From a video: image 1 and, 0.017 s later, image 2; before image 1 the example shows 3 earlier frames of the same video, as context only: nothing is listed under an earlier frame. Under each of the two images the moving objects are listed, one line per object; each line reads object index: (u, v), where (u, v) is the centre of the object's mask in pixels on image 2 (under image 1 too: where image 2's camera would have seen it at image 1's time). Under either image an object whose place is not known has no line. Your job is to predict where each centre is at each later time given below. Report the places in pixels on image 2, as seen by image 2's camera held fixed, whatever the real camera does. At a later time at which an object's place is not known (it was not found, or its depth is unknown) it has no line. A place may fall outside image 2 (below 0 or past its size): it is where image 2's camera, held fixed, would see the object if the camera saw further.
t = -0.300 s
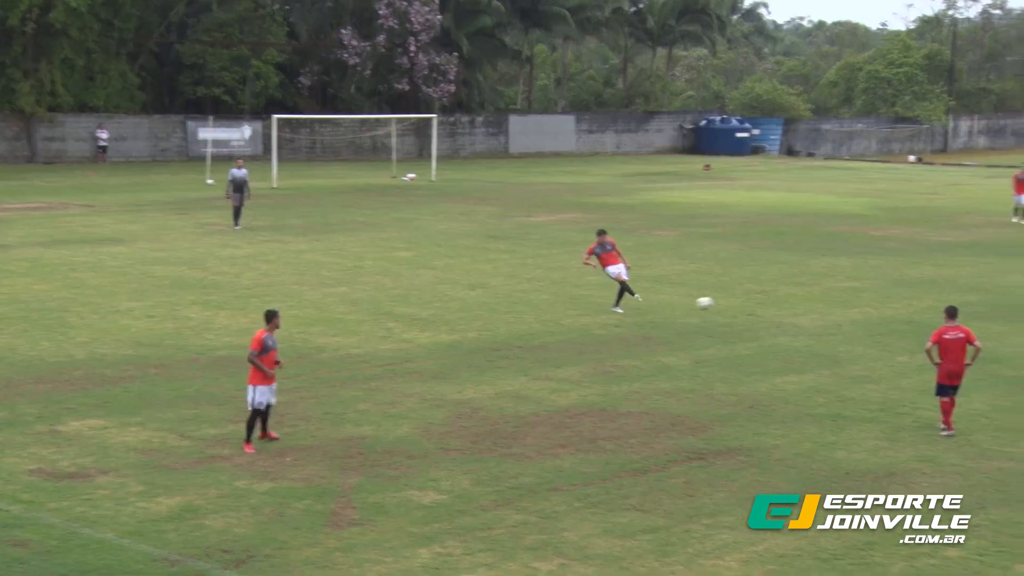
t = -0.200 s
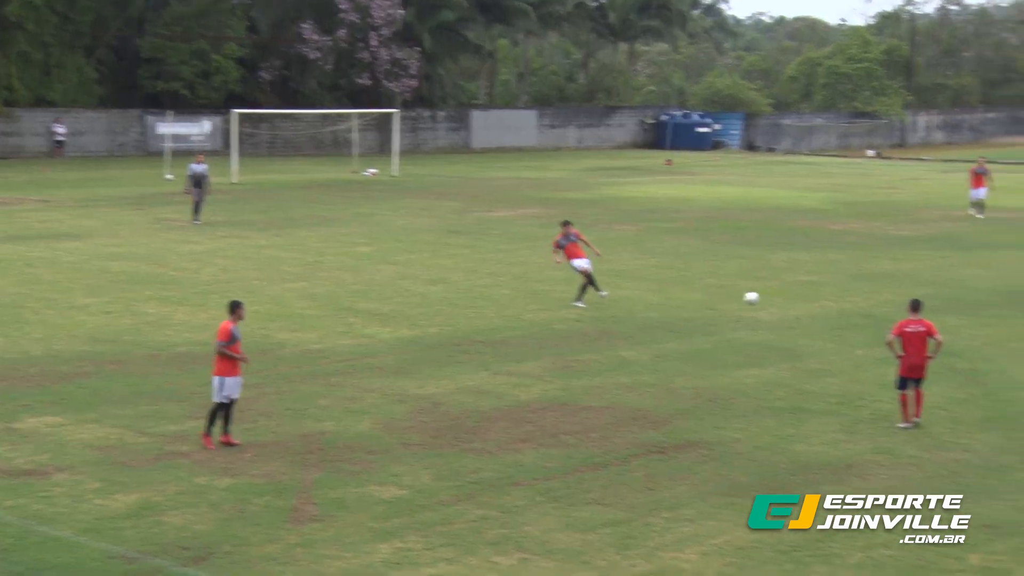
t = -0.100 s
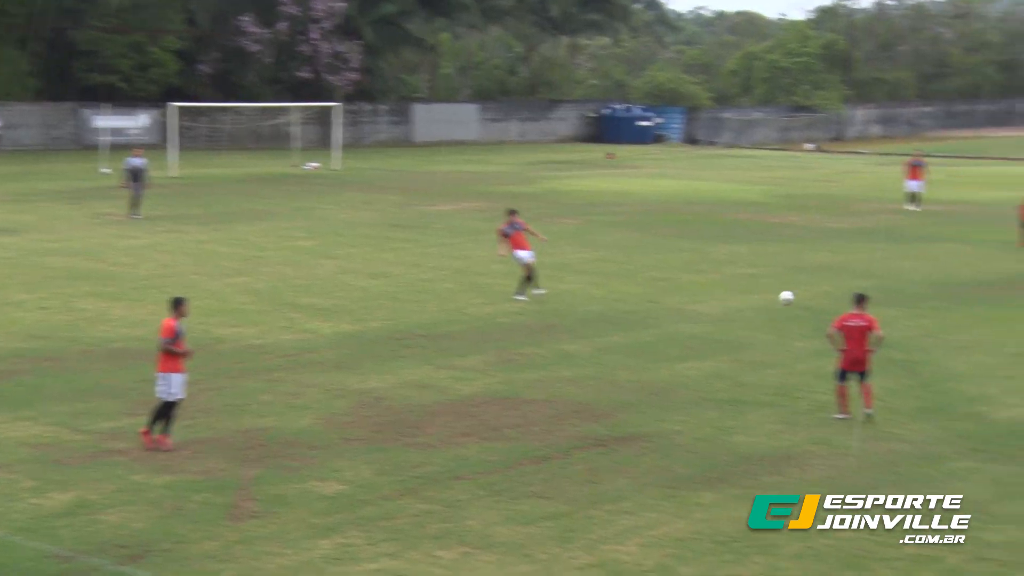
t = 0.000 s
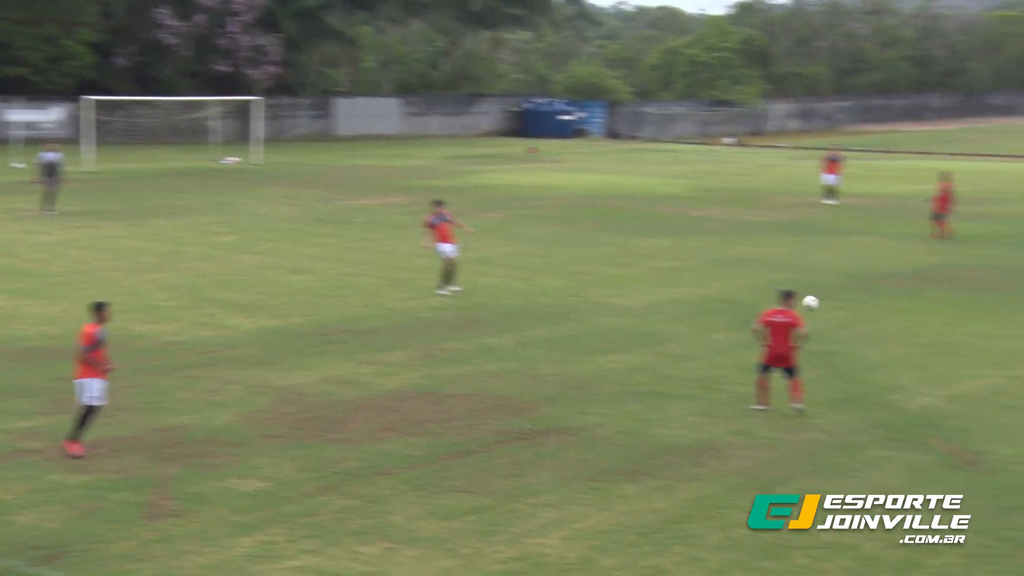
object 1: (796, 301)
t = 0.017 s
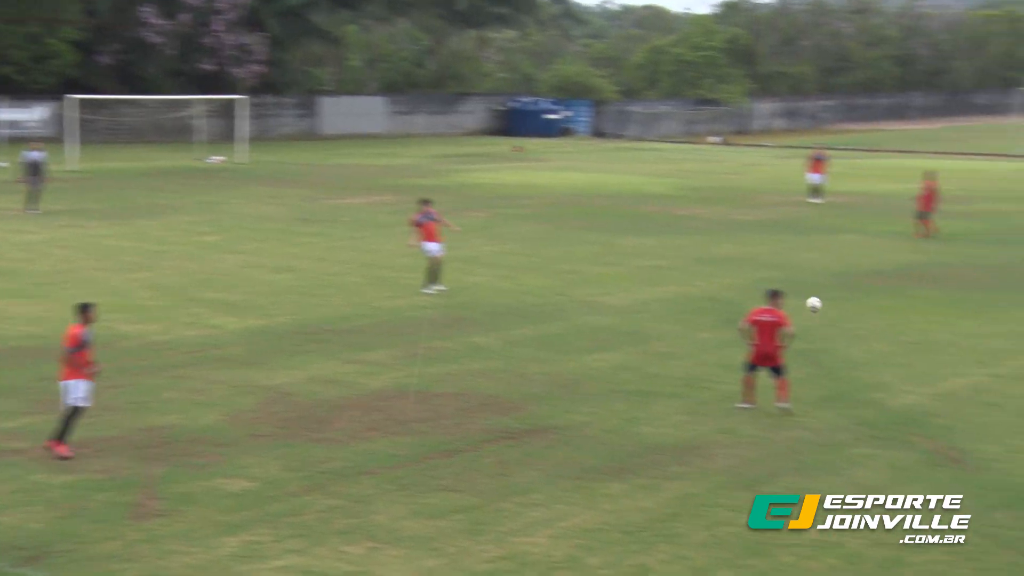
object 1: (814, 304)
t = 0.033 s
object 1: (832, 307)
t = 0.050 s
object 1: (850, 310)
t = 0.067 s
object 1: (868, 313)
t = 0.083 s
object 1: (887, 317)
